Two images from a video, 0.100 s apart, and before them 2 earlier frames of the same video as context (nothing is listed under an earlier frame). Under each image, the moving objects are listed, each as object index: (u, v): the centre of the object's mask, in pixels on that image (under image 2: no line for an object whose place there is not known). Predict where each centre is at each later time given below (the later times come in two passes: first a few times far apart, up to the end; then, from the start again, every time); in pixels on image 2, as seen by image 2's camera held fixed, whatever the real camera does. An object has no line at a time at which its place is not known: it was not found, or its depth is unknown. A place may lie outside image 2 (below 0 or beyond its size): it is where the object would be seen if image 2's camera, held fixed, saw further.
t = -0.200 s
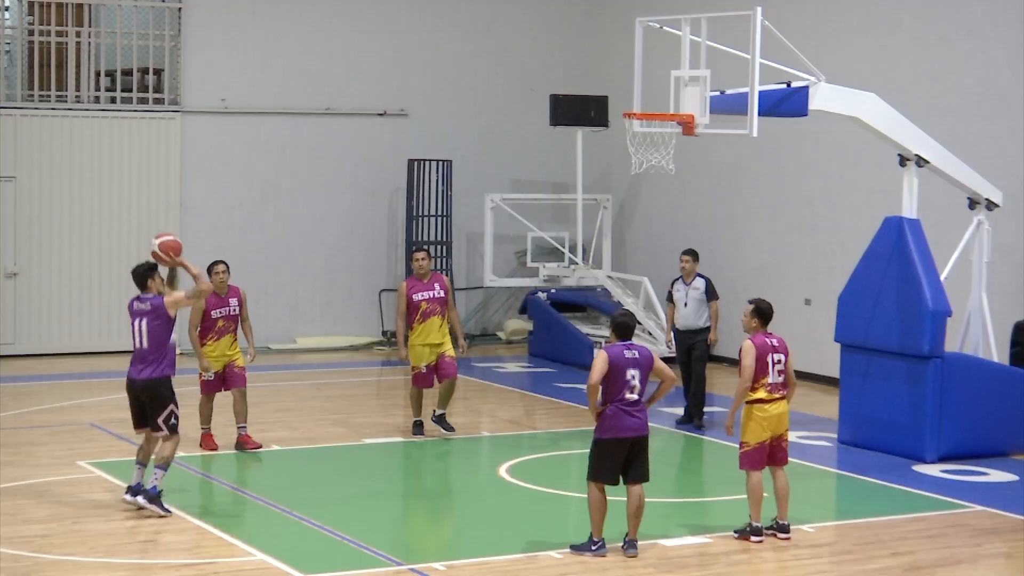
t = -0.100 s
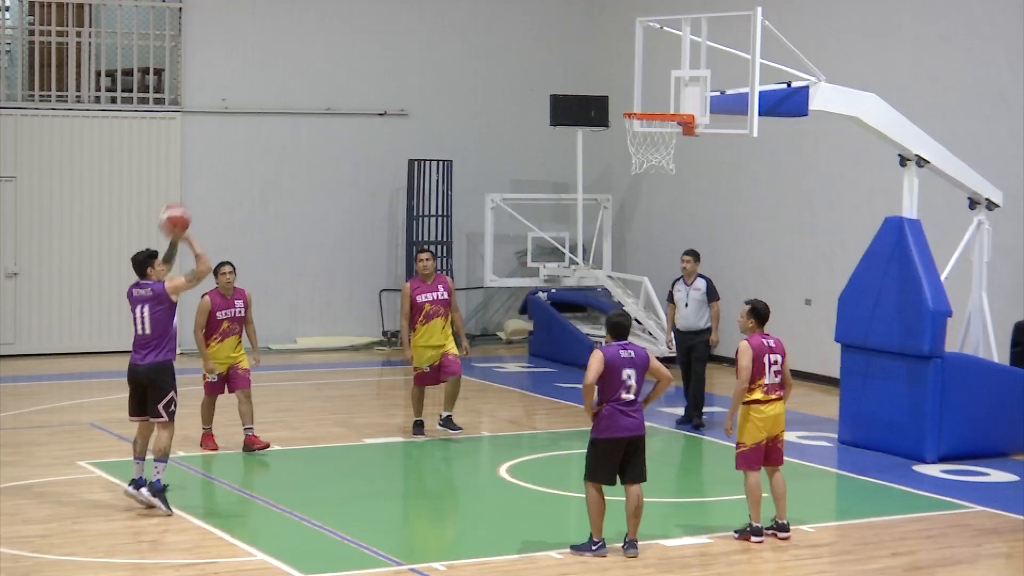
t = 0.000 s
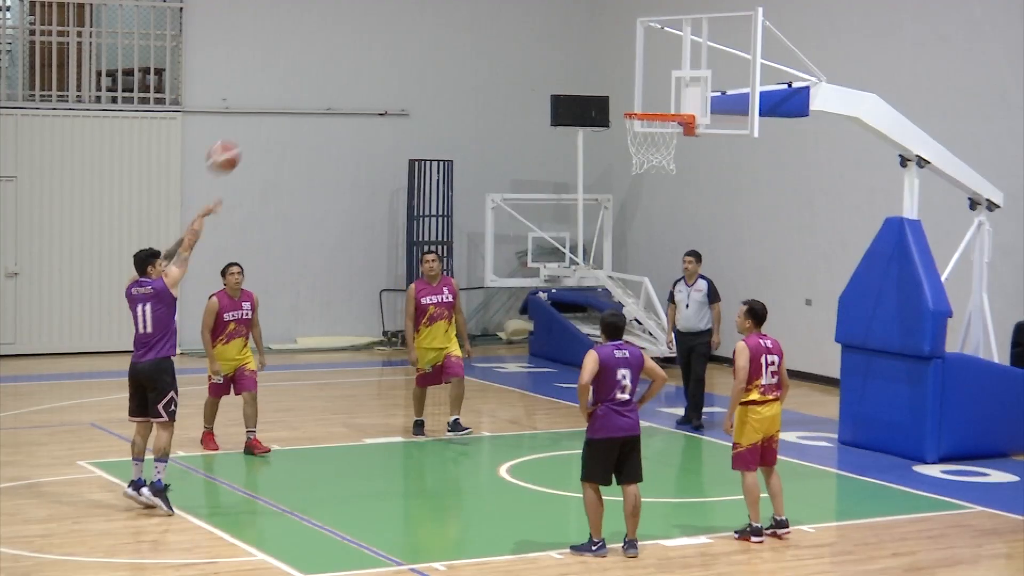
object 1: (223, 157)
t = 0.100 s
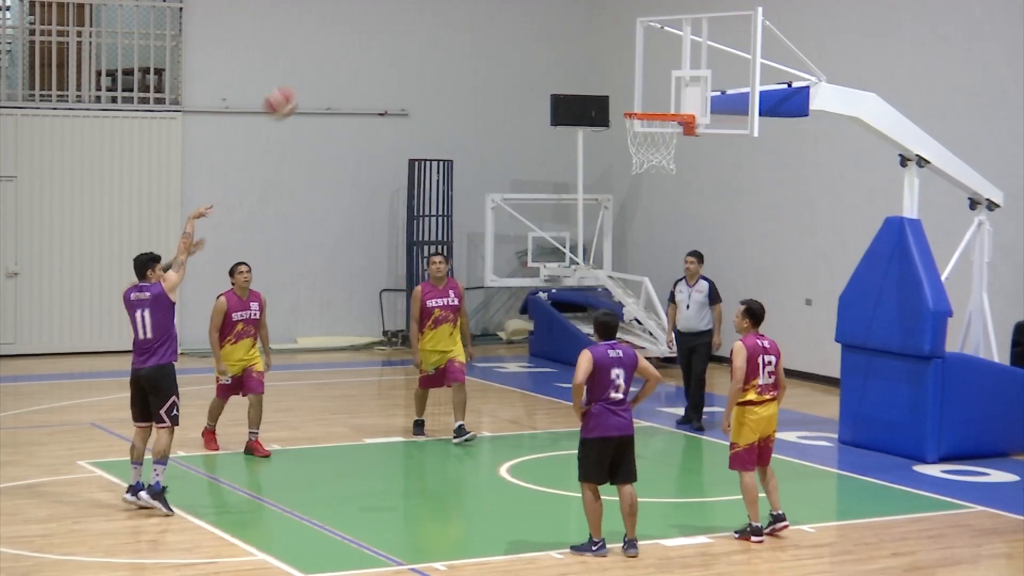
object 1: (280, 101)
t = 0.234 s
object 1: (354, 52)
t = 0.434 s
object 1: (459, 21)
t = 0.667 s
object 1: (571, 46)
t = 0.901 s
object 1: (666, 131)
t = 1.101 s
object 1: (640, 228)
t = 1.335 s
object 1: (611, 393)
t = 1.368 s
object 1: (607, 422)
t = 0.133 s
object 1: (298, 87)
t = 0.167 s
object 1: (317, 74)
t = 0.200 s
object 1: (336, 63)
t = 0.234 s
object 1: (354, 52)
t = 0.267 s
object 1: (372, 44)
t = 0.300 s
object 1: (390, 37)
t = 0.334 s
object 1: (408, 31)
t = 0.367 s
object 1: (425, 26)
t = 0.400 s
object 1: (442, 23)
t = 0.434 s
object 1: (459, 21)
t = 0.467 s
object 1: (475, 20)
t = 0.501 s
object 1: (491, 21)
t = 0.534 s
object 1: (507, 23)
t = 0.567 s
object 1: (523, 27)
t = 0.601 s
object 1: (539, 32)
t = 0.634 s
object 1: (555, 39)
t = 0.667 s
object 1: (571, 46)
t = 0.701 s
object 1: (586, 54)
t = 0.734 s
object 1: (602, 64)
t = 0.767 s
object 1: (616, 75)
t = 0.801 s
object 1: (630, 86)
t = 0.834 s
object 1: (645, 99)
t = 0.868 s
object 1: (659, 113)
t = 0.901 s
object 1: (666, 131)
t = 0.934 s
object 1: (662, 145)
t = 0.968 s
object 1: (658, 158)
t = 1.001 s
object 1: (653, 175)
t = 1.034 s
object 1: (649, 190)
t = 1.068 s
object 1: (645, 208)
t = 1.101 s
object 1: (640, 228)
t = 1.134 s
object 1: (636, 247)
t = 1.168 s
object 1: (632, 269)
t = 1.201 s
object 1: (628, 291)
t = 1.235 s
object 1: (623, 315)
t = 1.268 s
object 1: (619, 338)
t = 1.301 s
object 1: (614, 368)
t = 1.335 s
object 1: (611, 393)
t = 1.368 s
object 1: (607, 422)
